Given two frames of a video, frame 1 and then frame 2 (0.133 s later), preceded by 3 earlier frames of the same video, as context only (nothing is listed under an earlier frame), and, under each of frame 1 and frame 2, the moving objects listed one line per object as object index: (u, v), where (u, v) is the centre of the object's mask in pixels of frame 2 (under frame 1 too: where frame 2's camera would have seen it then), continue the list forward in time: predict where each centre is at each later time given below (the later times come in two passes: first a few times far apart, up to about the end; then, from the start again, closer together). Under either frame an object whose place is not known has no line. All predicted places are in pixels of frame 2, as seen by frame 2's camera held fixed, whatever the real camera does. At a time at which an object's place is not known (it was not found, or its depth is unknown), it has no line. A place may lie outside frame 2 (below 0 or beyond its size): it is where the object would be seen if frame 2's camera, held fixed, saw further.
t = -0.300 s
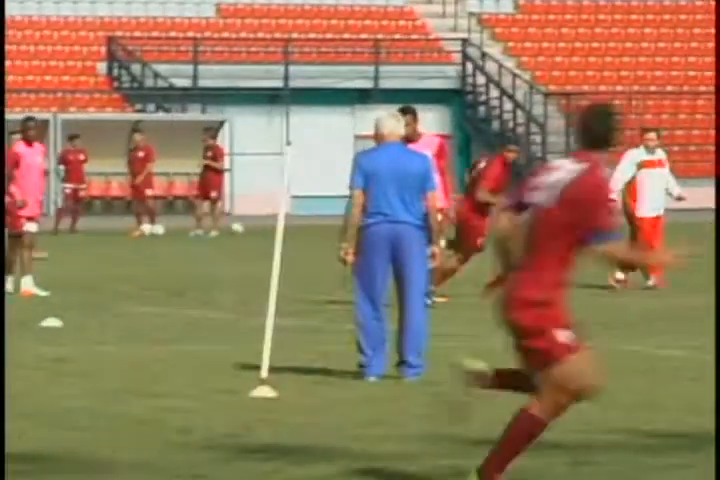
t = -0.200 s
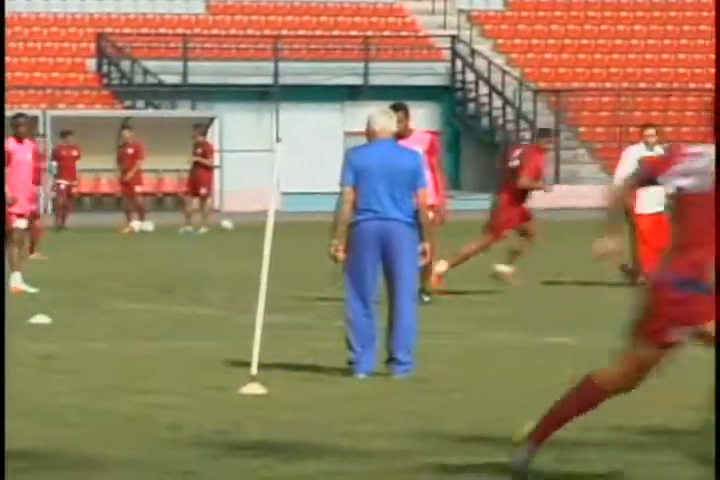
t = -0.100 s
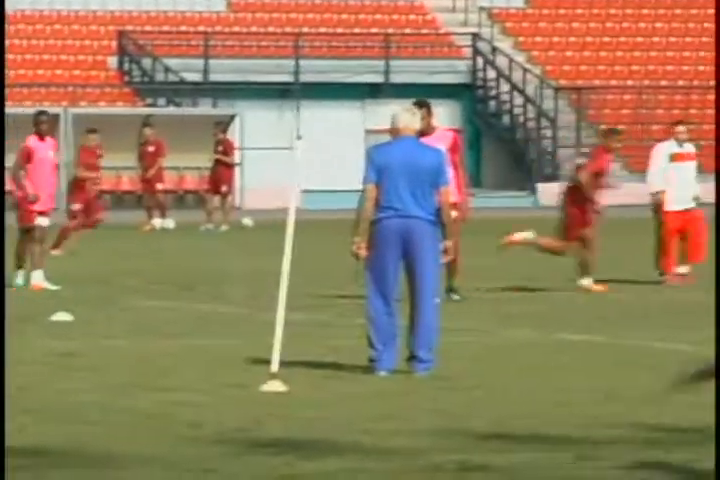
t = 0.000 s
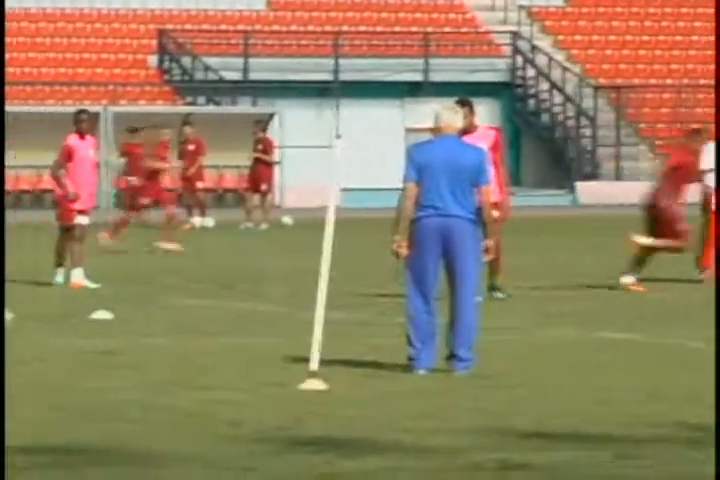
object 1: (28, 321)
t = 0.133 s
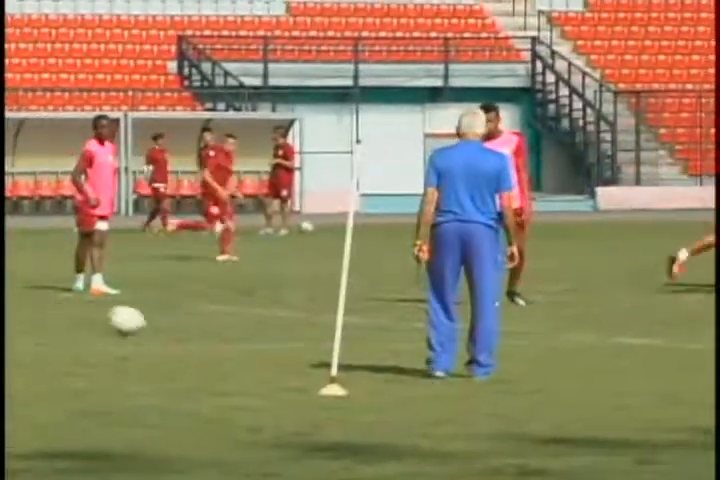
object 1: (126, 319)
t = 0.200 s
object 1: (181, 319)
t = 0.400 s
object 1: (319, 318)
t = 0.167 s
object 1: (155, 321)
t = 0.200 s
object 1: (181, 319)
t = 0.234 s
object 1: (204, 317)
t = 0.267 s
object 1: (228, 314)
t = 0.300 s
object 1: (251, 313)
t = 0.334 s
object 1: (275, 313)
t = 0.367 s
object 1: (297, 316)
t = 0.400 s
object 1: (319, 318)
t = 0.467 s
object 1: (357, 316)
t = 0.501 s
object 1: (376, 316)
